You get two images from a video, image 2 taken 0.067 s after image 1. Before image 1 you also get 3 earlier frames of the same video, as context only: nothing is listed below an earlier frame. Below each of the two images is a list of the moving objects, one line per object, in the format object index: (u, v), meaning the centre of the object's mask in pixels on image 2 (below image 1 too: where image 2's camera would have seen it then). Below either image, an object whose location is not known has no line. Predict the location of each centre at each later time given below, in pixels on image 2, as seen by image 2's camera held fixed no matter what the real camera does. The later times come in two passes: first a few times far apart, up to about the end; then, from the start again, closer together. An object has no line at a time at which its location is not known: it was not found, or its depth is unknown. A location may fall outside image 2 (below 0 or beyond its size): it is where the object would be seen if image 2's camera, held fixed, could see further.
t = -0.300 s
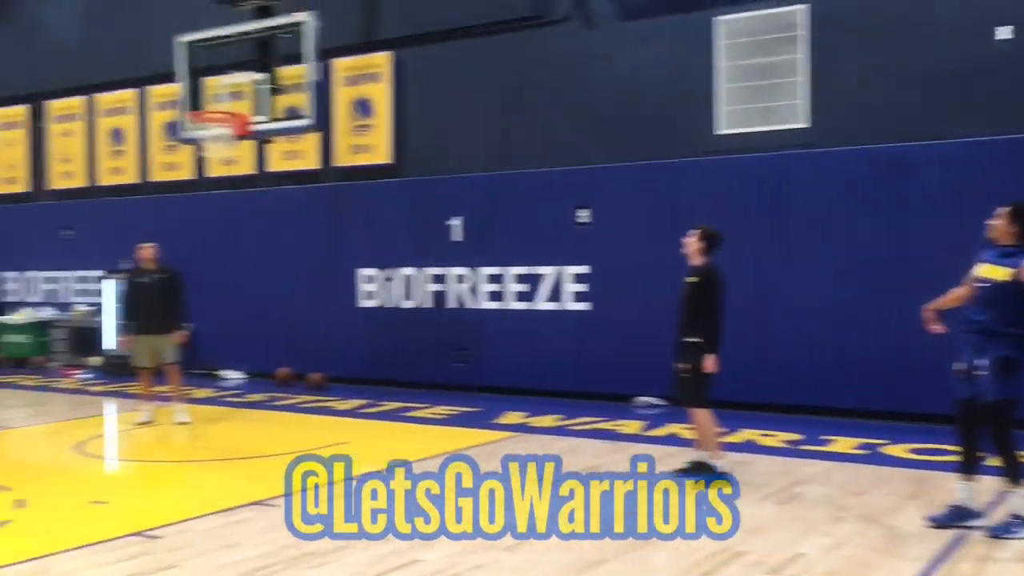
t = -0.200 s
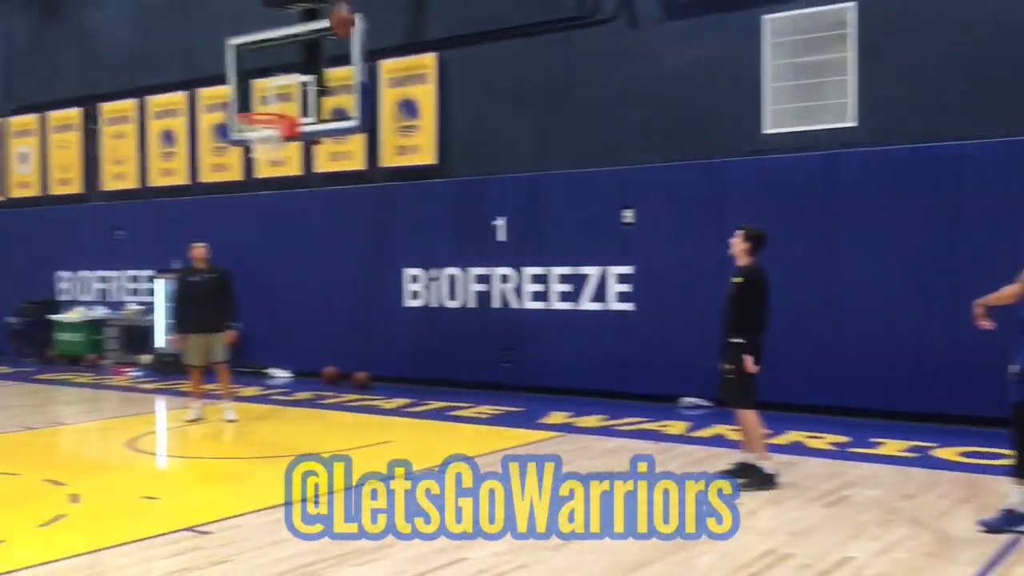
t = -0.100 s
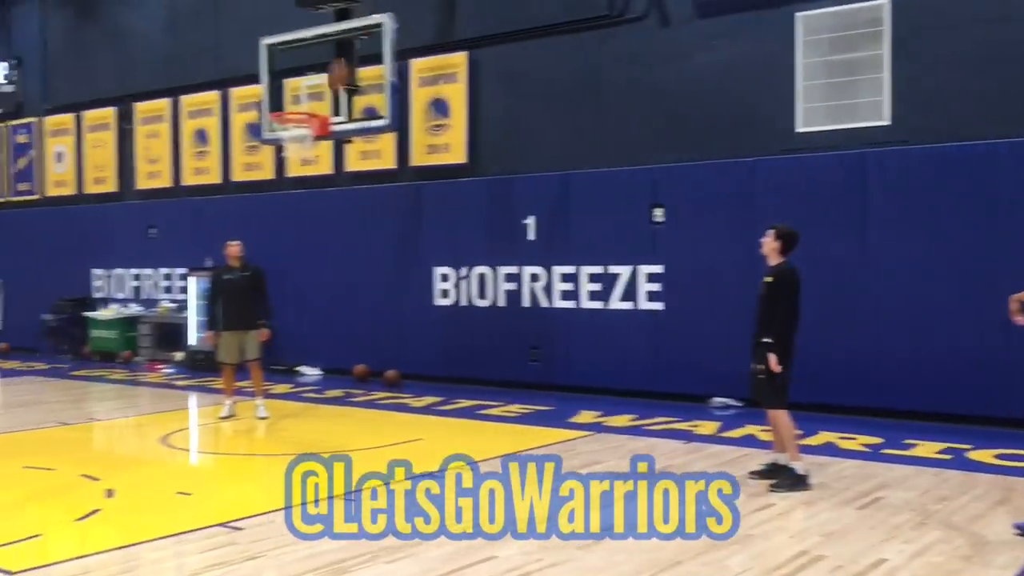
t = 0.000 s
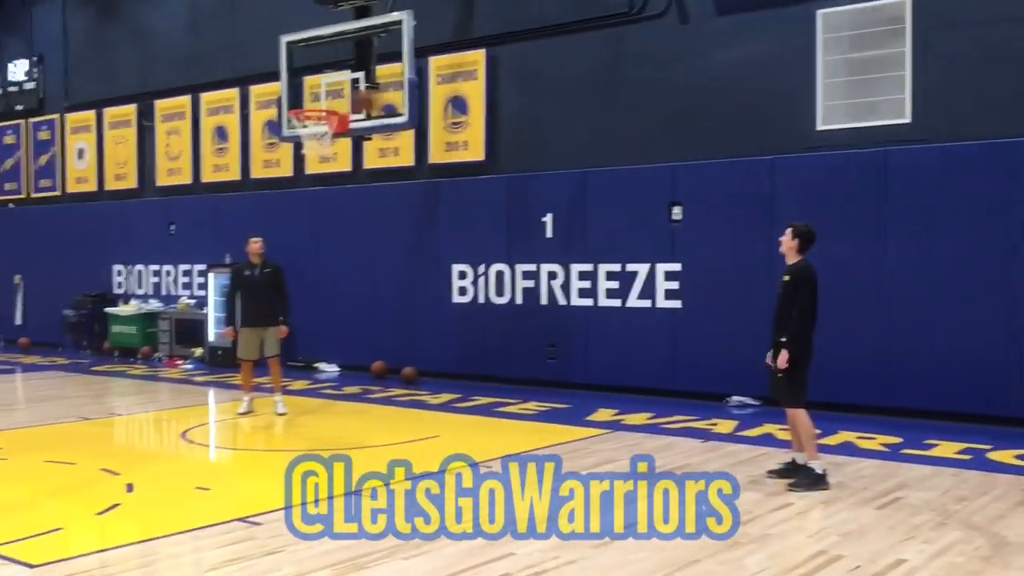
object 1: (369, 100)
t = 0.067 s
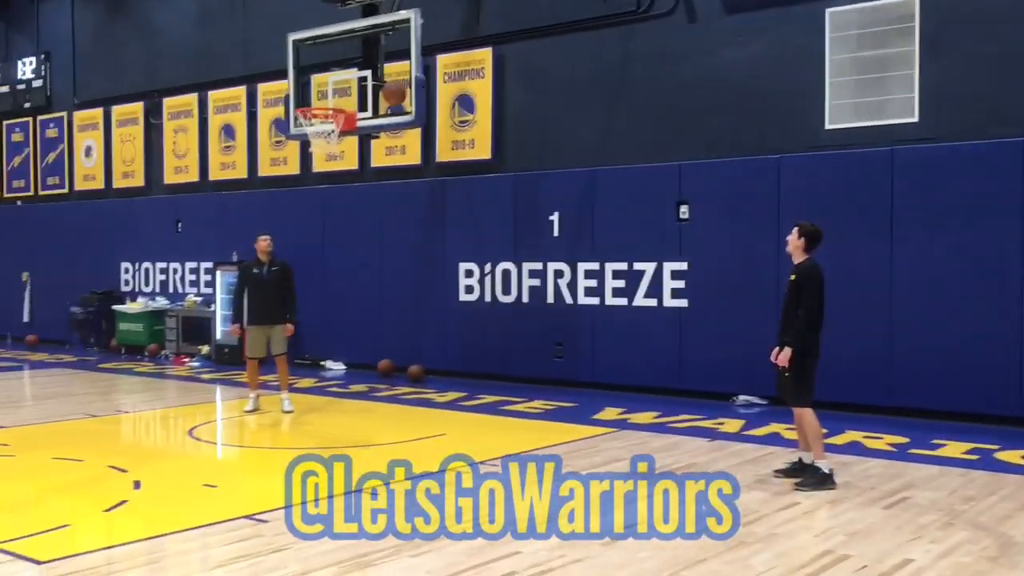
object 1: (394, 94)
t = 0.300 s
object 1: (417, 100)
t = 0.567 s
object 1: (450, 194)
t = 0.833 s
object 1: (492, 410)
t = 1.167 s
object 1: (548, 312)
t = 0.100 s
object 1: (396, 91)
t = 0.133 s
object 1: (399, 90)
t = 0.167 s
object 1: (403, 89)
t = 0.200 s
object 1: (407, 90)
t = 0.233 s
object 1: (410, 92)
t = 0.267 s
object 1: (413, 96)
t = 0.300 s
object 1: (417, 100)
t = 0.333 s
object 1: (421, 107)
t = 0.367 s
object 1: (425, 114)
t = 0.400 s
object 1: (428, 123)
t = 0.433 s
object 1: (432, 135)
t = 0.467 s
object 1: (436, 146)
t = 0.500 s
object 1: (441, 162)
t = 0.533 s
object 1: (446, 177)
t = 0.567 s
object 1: (450, 194)
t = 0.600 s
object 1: (455, 213)
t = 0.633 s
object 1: (459, 234)
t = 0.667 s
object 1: (463, 254)
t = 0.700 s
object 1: (468, 285)
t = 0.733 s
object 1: (475, 317)
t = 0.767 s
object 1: (480, 343)
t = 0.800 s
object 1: (486, 372)
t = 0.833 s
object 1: (492, 410)
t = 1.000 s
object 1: (521, 410)
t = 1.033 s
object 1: (527, 383)
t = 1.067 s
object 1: (532, 366)
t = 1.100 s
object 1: (538, 347)
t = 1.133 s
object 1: (543, 327)
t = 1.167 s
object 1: (548, 312)
